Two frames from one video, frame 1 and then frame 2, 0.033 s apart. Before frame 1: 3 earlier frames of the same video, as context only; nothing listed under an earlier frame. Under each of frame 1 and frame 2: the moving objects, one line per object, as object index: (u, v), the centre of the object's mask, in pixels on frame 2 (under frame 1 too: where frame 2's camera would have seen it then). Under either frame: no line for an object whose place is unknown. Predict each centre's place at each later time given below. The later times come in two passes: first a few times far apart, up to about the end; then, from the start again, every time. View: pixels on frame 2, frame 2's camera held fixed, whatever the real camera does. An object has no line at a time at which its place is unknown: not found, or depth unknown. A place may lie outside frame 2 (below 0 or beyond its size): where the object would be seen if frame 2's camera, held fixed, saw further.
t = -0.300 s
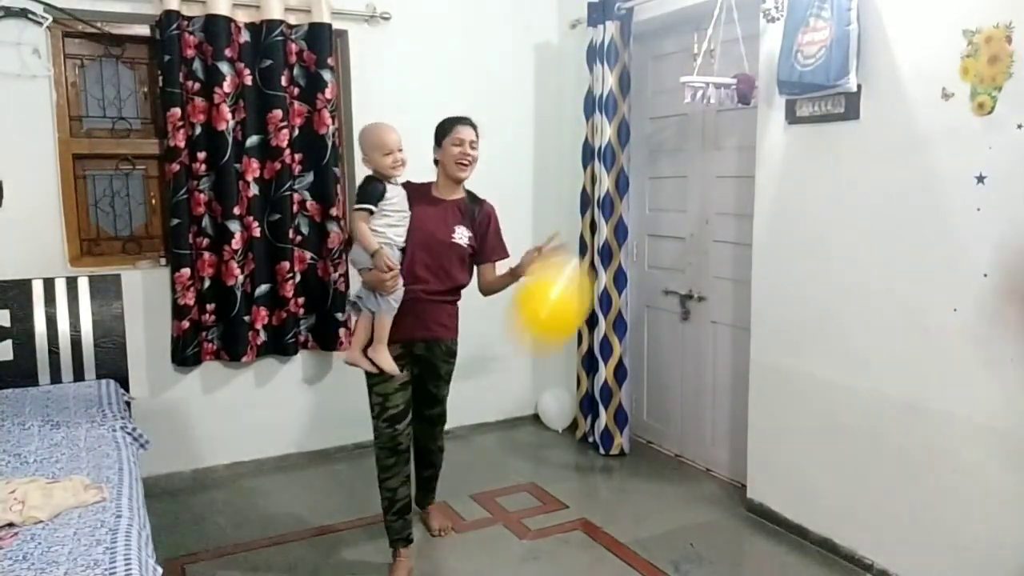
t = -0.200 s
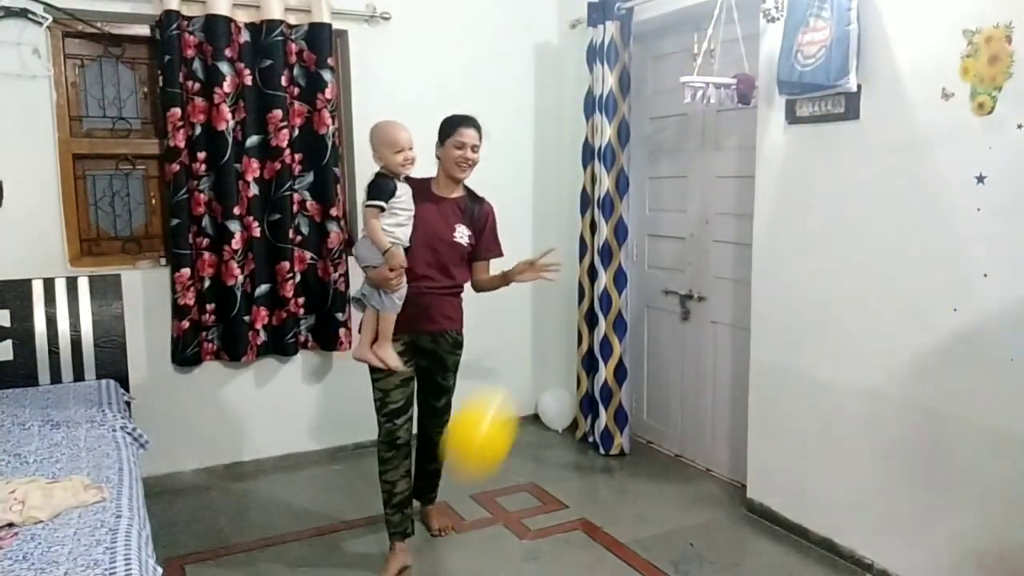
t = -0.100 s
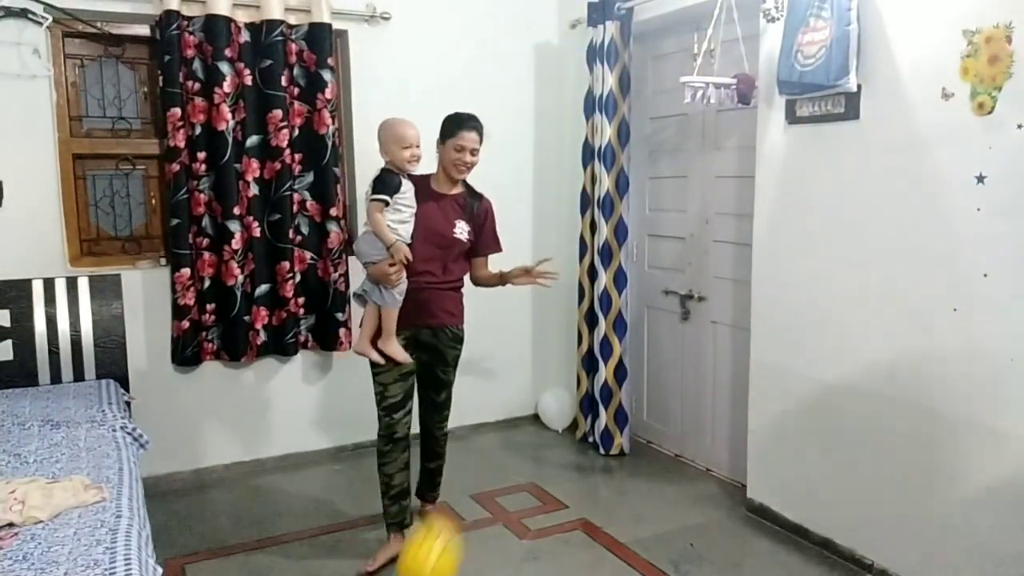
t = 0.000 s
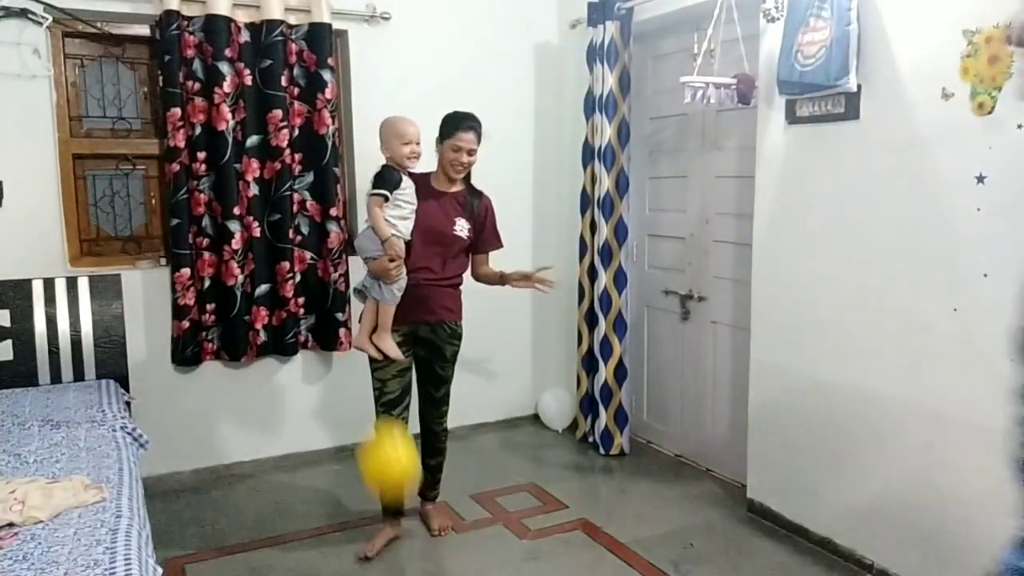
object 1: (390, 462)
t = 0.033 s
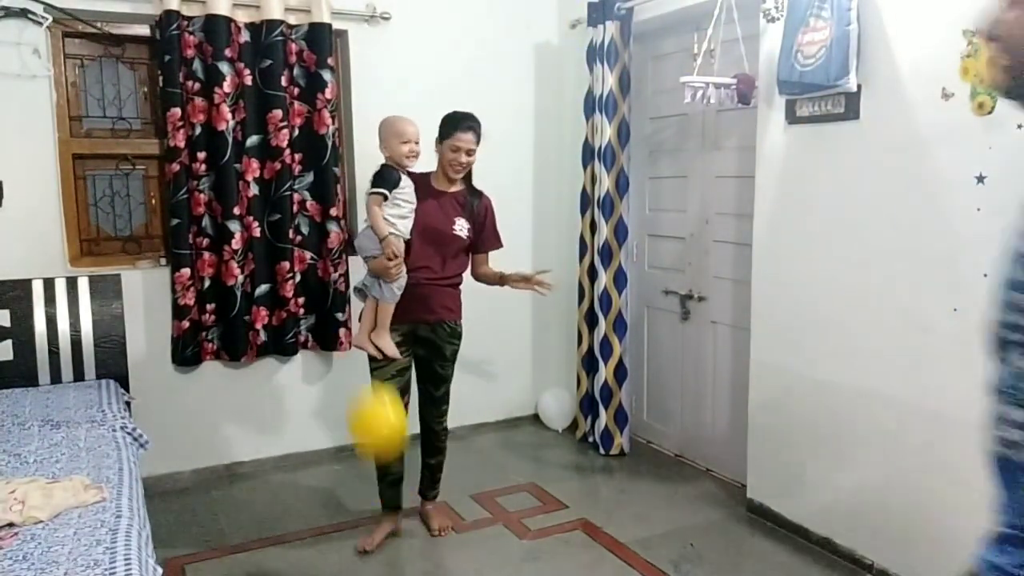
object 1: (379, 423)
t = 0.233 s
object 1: (317, 260)
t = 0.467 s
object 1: (271, 224)
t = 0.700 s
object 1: (243, 316)
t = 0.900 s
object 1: (237, 439)
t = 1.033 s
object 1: (234, 438)
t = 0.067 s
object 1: (367, 385)
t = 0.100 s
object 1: (354, 350)
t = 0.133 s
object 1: (343, 321)
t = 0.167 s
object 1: (334, 299)
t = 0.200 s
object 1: (326, 278)
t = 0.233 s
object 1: (317, 260)
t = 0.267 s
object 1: (309, 244)
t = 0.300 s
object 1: (301, 233)
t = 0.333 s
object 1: (294, 224)
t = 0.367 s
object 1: (288, 220)
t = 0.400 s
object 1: (281, 219)
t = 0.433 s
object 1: (276, 220)
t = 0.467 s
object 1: (271, 224)
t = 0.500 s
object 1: (267, 230)
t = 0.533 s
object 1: (263, 238)
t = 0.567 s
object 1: (258, 249)
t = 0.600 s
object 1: (254, 263)
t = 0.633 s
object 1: (250, 278)
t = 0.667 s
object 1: (247, 296)
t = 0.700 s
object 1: (243, 316)
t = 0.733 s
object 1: (241, 336)
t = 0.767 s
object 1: (239, 356)
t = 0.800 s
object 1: (237, 377)
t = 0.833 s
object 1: (236, 402)
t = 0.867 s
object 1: (236, 421)
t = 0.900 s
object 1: (237, 439)
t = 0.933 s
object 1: (238, 460)
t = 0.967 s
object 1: (238, 465)
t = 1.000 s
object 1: (237, 452)
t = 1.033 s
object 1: (234, 438)
